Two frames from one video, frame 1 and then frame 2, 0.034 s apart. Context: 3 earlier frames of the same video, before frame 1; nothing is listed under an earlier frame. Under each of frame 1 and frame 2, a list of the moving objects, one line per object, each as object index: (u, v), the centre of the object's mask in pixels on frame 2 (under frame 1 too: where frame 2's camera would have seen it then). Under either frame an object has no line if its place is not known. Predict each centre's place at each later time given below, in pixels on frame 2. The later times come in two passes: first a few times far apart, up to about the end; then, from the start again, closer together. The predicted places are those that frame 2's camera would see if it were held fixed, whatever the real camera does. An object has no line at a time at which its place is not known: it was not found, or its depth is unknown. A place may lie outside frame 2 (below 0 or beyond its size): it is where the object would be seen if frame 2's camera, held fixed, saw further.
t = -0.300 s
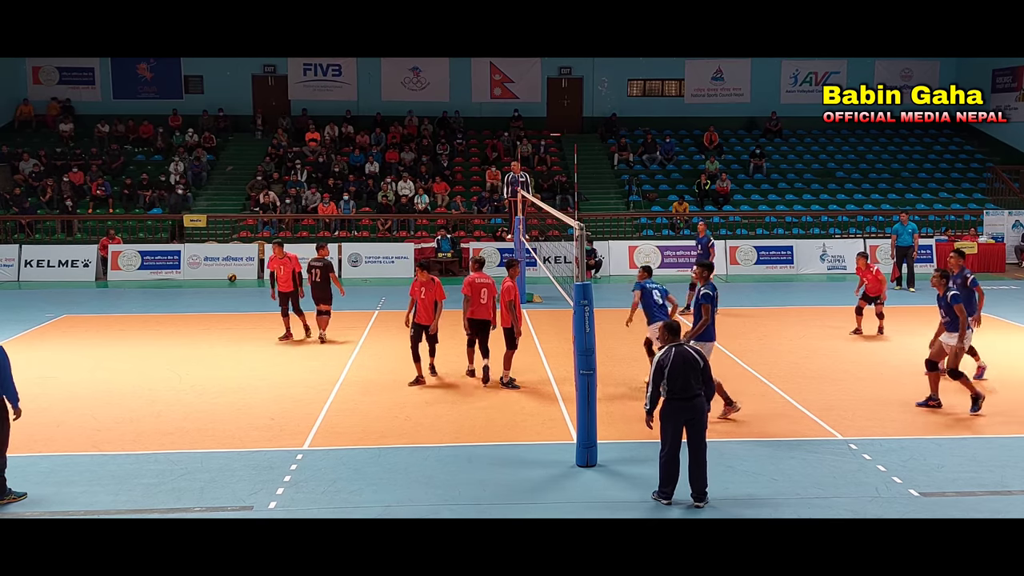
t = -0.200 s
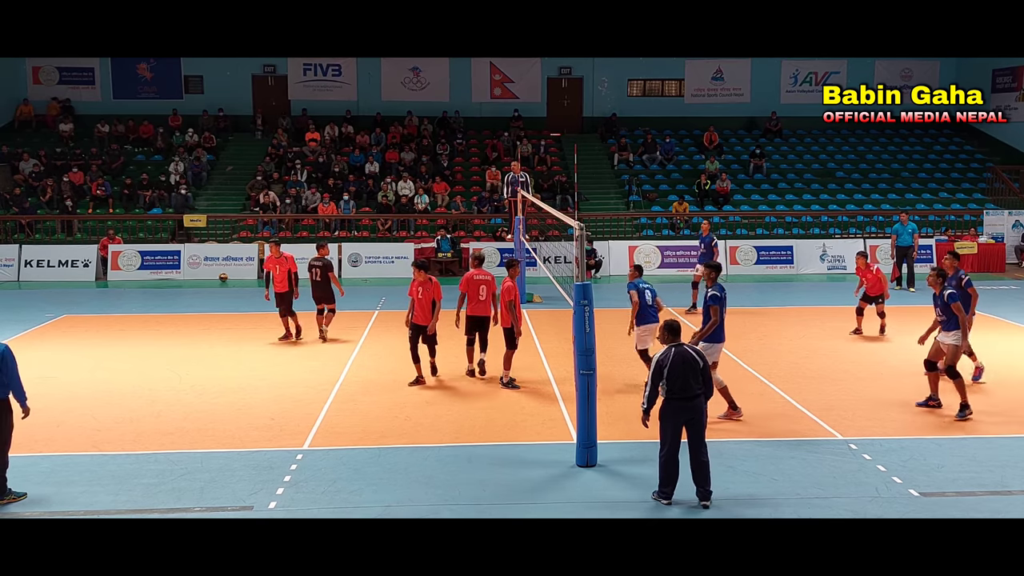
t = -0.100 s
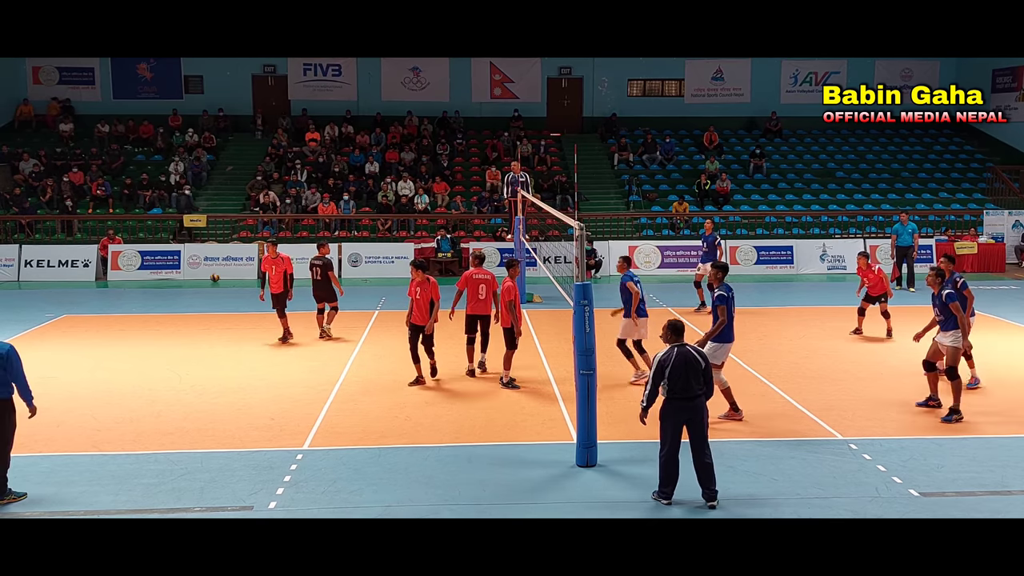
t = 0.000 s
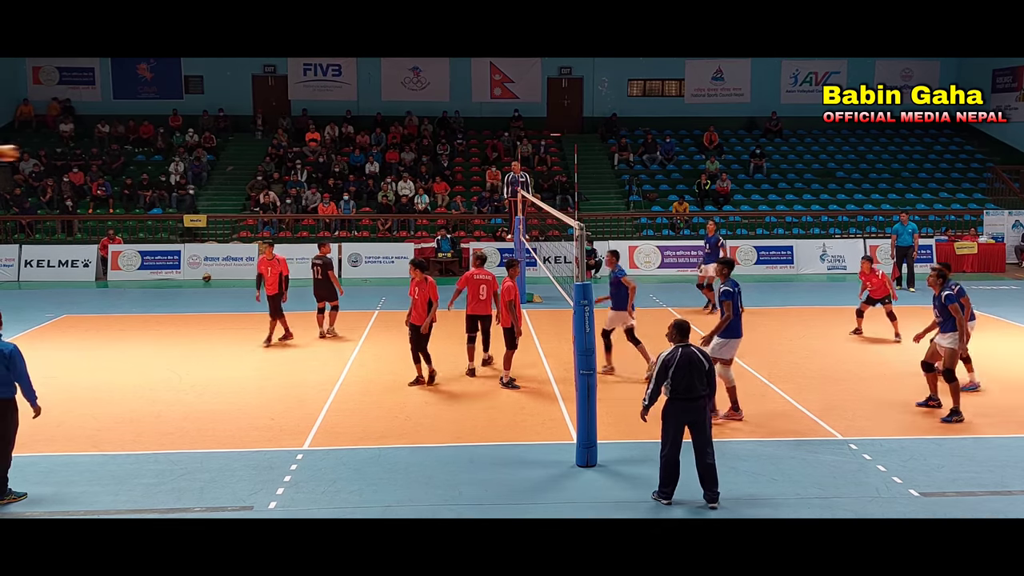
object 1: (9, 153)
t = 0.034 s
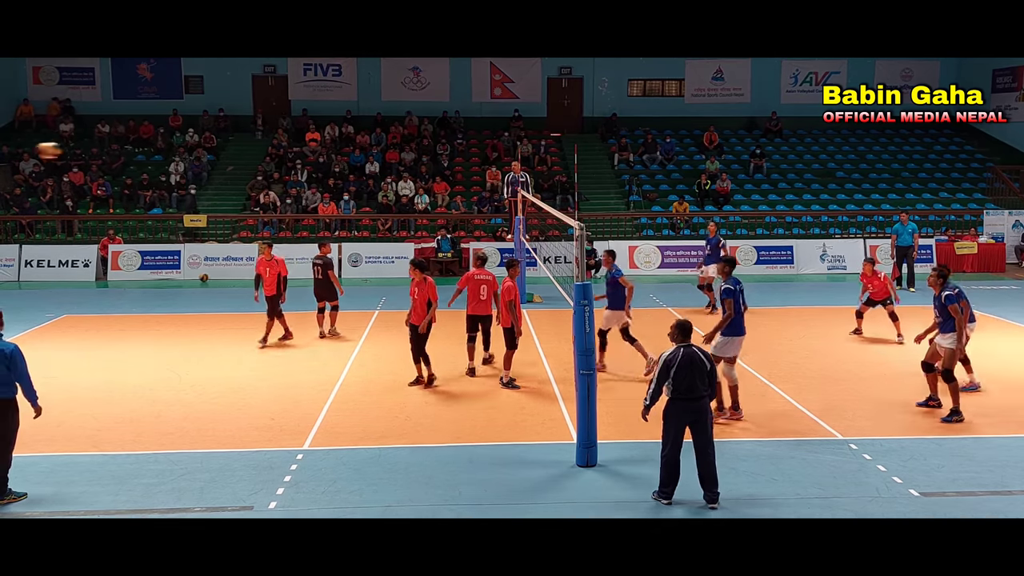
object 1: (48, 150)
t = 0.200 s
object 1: (245, 151)
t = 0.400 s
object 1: (453, 178)
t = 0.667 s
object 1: (642, 212)
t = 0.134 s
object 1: (168, 148)
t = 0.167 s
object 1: (207, 149)
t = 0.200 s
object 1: (245, 151)
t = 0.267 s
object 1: (317, 158)
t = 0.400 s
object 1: (453, 178)
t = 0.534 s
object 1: (565, 200)
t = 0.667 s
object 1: (642, 212)
